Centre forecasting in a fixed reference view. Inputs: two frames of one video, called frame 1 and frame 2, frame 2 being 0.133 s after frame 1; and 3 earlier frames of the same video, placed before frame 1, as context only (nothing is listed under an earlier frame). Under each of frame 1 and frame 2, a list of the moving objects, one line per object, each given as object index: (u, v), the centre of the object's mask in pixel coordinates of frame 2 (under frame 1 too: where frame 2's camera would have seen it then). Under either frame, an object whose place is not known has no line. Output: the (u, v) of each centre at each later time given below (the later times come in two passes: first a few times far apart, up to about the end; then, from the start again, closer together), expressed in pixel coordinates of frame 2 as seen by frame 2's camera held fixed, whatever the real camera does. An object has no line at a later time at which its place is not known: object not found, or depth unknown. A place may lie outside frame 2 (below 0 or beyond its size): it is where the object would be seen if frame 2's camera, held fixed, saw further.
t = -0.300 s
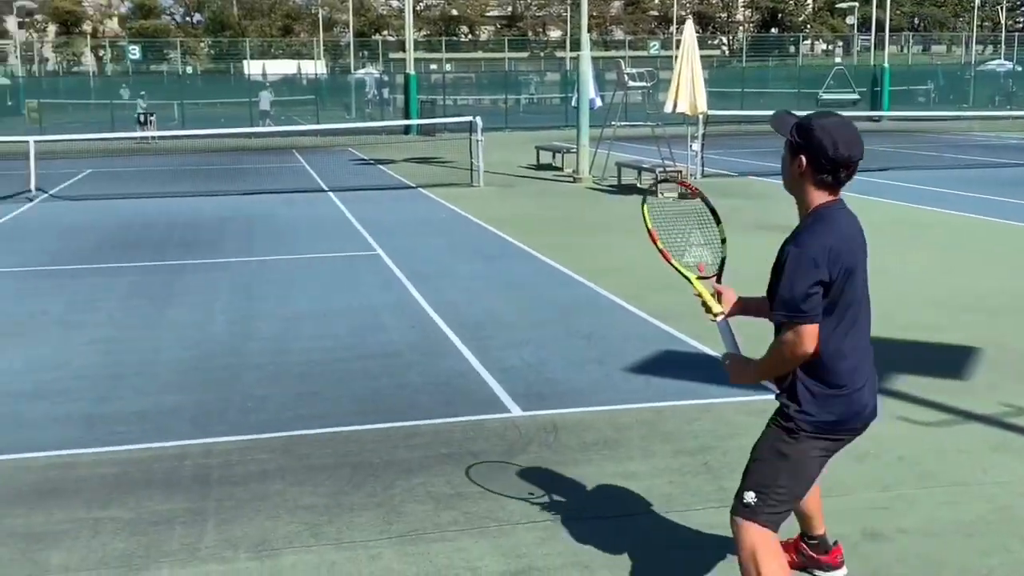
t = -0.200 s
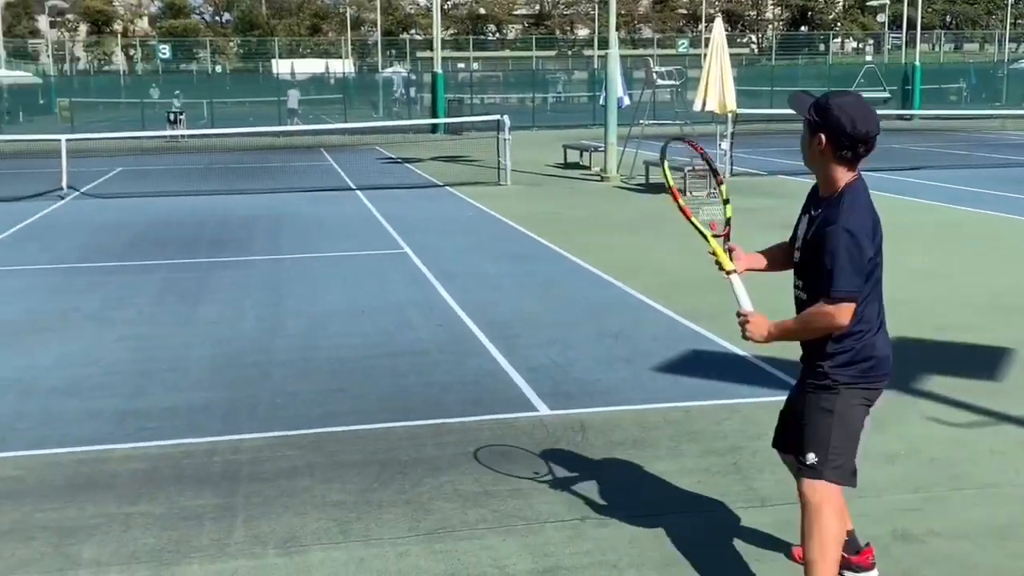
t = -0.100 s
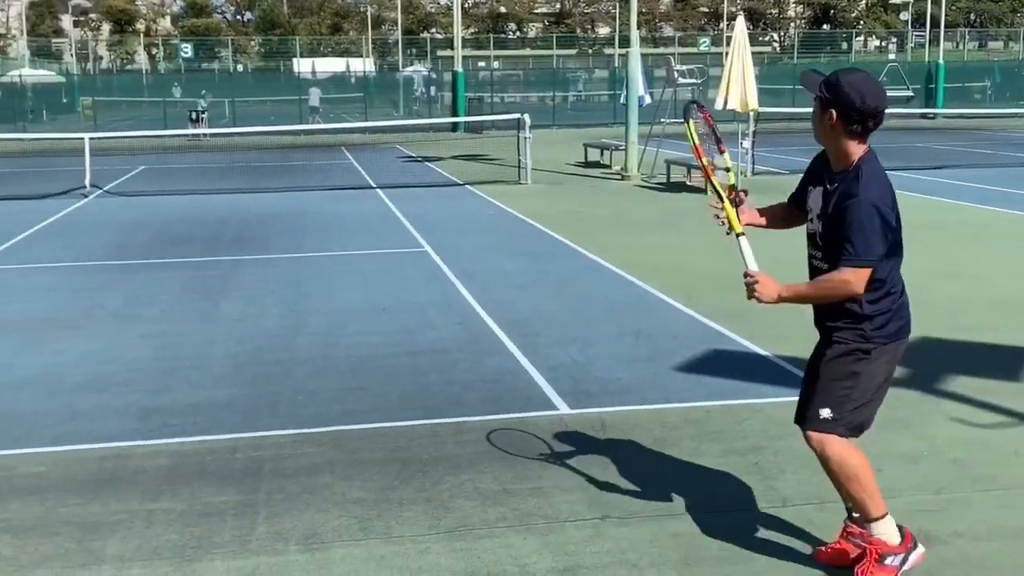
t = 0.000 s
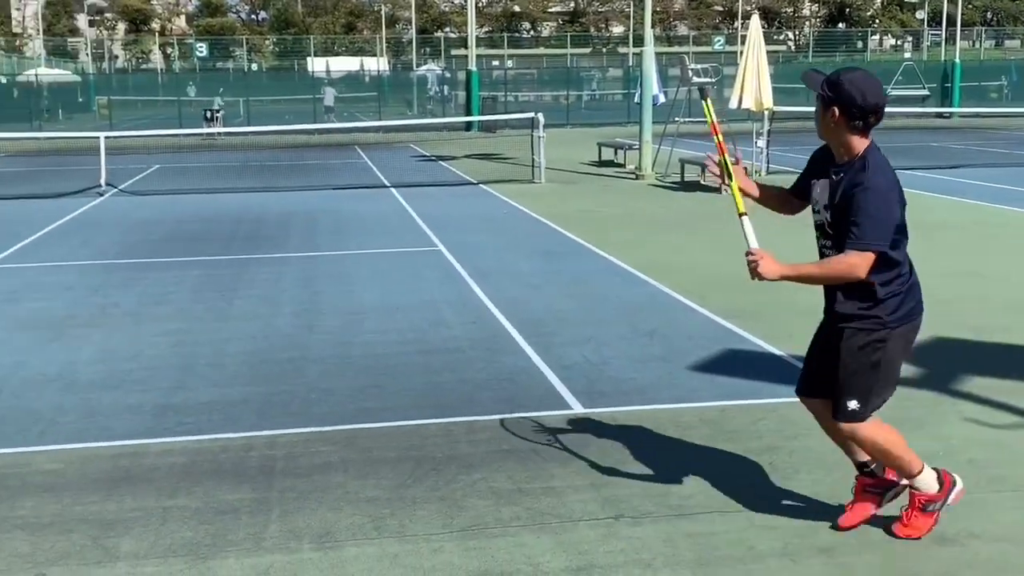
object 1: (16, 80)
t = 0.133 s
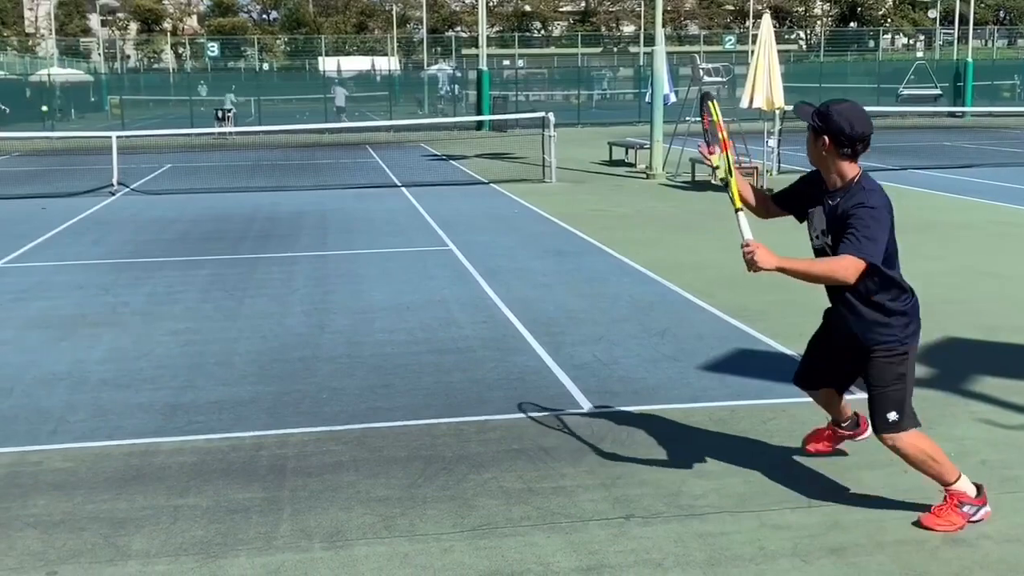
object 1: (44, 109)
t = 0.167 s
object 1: (52, 119)
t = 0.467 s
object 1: (147, 253)
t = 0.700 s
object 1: (204, 203)
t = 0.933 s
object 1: (287, 221)
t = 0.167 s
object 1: (52, 119)
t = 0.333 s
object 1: (100, 187)
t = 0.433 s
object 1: (137, 249)
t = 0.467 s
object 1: (147, 253)
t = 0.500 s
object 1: (153, 243)
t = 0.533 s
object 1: (160, 233)
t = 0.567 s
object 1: (168, 225)
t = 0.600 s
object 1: (177, 217)
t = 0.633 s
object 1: (185, 211)
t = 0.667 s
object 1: (195, 206)
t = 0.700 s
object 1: (204, 203)
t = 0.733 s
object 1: (214, 200)
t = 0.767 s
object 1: (225, 199)
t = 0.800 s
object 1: (236, 200)
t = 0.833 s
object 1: (248, 203)
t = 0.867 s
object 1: (260, 207)
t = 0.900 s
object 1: (273, 213)
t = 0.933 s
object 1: (287, 221)
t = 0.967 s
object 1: (302, 232)
